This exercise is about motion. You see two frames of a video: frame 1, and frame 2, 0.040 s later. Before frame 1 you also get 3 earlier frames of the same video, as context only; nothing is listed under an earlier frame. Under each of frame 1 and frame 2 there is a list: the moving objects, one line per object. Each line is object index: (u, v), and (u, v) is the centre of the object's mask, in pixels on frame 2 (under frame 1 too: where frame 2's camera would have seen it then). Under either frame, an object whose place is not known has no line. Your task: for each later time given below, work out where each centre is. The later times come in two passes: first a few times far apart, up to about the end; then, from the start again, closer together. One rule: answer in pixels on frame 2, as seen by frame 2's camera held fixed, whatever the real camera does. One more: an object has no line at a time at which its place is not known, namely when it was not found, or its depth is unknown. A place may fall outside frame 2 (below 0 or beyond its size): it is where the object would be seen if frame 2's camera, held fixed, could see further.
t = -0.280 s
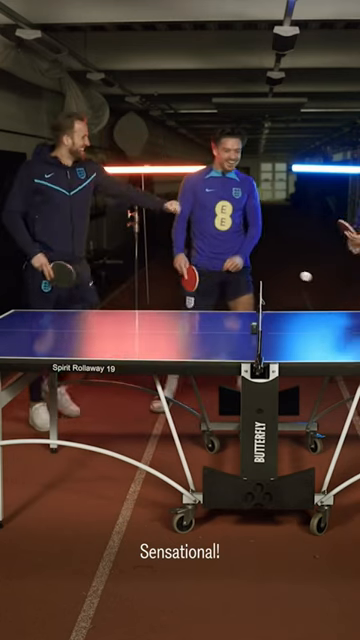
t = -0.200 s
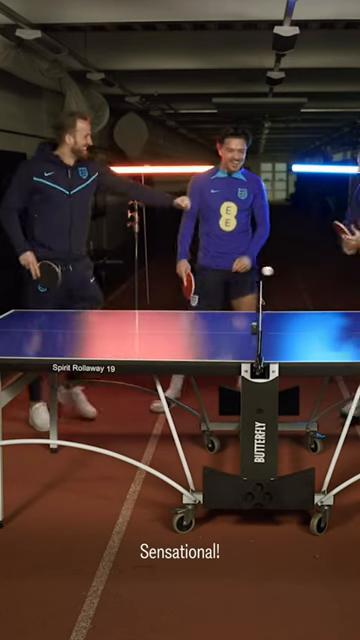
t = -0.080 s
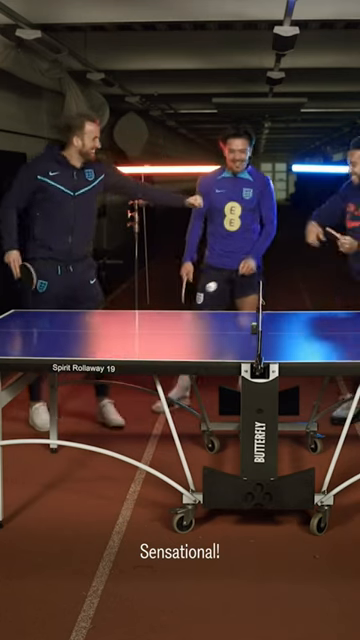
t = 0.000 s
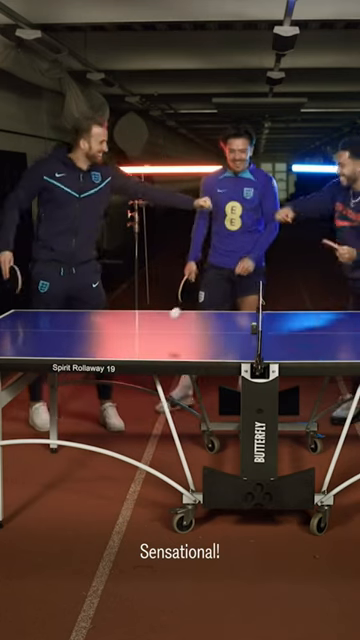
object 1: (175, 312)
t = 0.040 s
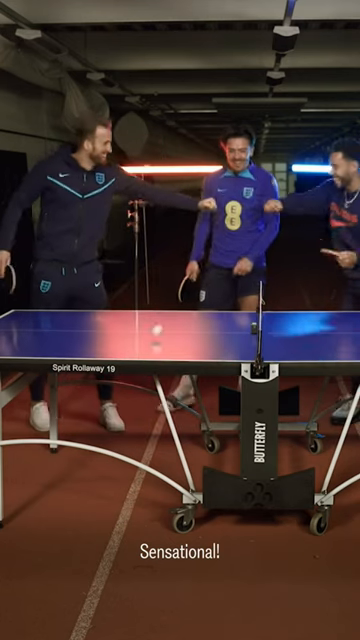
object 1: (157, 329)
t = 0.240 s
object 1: (112, 287)
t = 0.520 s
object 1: (62, 319)
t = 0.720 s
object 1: (45, 297)
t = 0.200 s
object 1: (120, 291)
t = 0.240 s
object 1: (112, 287)
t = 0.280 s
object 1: (104, 287)
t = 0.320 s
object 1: (96, 290)
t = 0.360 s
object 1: (88, 297)
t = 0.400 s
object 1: (80, 307)
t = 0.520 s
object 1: (62, 319)
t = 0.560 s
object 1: (58, 308)
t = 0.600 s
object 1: (55, 300)
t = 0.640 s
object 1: (51, 296)
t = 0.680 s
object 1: (48, 295)
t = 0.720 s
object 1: (45, 297)
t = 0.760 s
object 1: (42, 303)
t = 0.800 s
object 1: (39, 312)
